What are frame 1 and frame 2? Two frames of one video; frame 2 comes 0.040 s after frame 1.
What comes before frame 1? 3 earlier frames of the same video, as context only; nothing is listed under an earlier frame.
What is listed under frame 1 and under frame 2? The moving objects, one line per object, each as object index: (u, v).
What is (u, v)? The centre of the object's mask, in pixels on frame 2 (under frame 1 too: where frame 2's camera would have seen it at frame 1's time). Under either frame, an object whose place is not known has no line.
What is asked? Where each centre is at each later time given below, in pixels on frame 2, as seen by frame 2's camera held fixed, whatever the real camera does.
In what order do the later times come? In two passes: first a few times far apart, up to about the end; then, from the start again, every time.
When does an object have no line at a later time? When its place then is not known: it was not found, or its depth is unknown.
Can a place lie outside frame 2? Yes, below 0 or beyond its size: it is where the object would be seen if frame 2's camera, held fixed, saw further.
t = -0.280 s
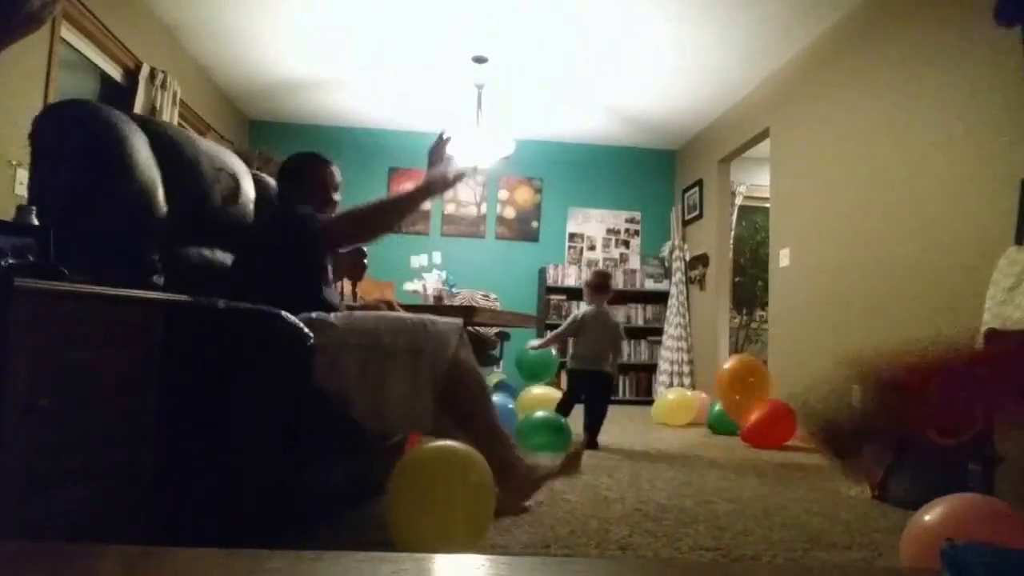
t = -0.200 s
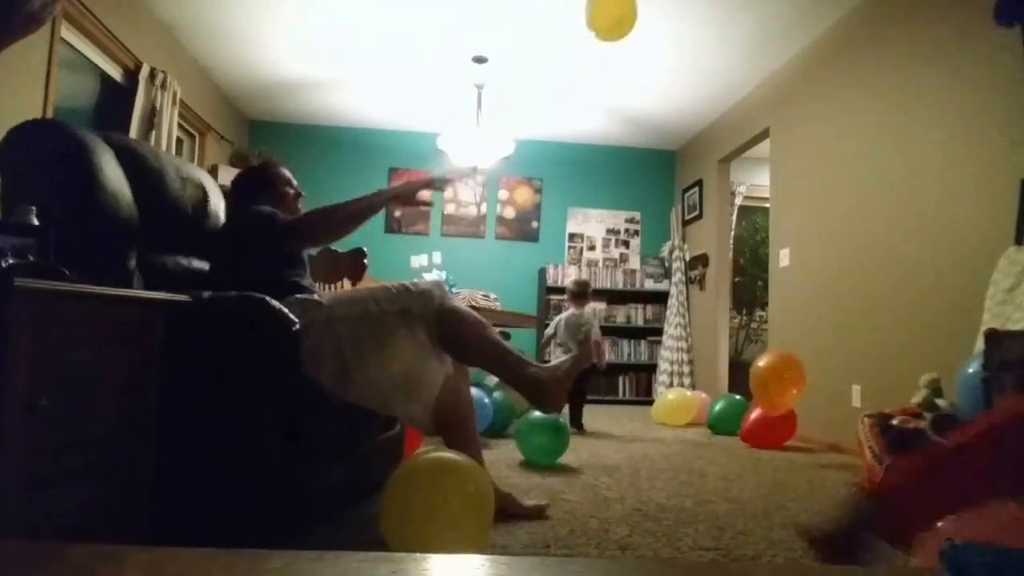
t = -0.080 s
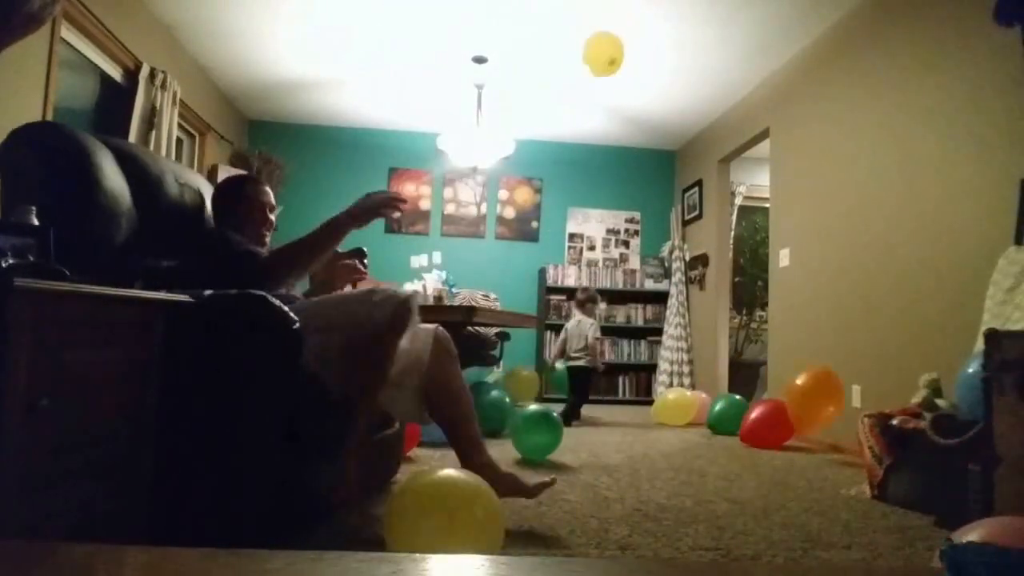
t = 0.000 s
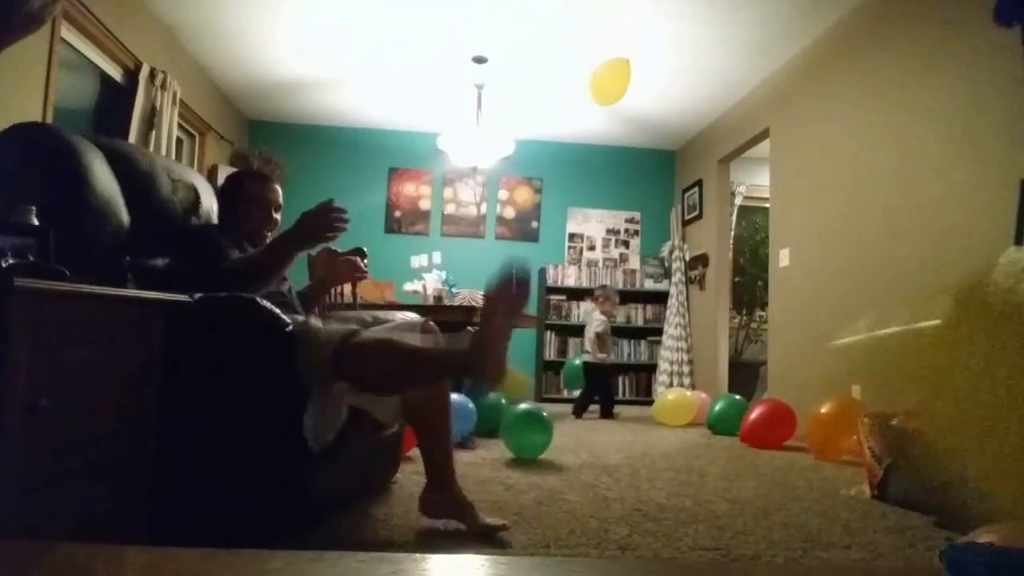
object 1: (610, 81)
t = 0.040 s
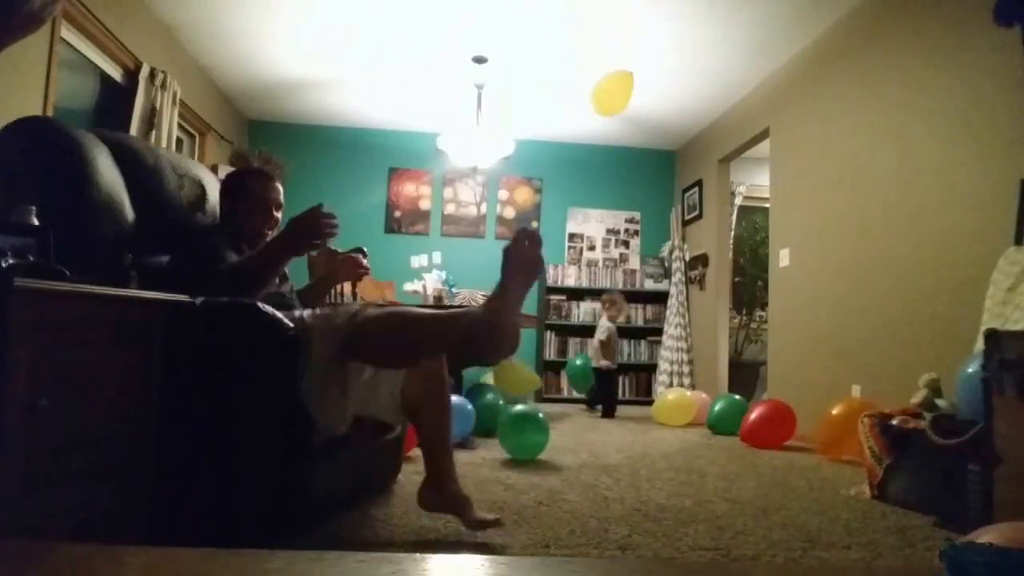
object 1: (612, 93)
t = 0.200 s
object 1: (628, 164)
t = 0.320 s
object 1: (635, 246)
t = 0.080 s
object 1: (617, 111)
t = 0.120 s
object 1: (620, 127)
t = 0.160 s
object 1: (623, 147)
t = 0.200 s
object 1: (628, 164)
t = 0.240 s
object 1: (633, 191)
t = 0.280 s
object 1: (636, 222)
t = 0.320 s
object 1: (635, 246)
